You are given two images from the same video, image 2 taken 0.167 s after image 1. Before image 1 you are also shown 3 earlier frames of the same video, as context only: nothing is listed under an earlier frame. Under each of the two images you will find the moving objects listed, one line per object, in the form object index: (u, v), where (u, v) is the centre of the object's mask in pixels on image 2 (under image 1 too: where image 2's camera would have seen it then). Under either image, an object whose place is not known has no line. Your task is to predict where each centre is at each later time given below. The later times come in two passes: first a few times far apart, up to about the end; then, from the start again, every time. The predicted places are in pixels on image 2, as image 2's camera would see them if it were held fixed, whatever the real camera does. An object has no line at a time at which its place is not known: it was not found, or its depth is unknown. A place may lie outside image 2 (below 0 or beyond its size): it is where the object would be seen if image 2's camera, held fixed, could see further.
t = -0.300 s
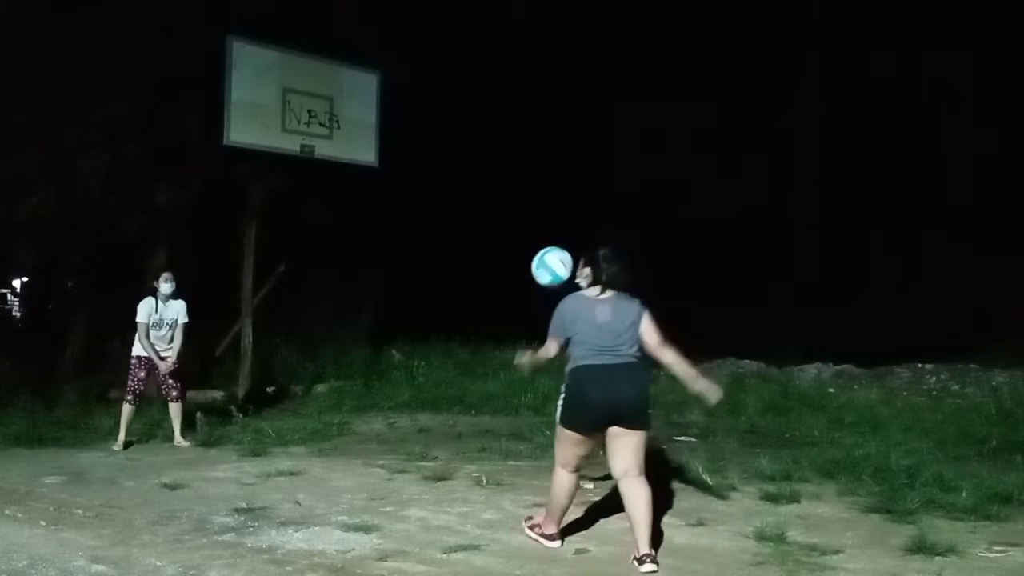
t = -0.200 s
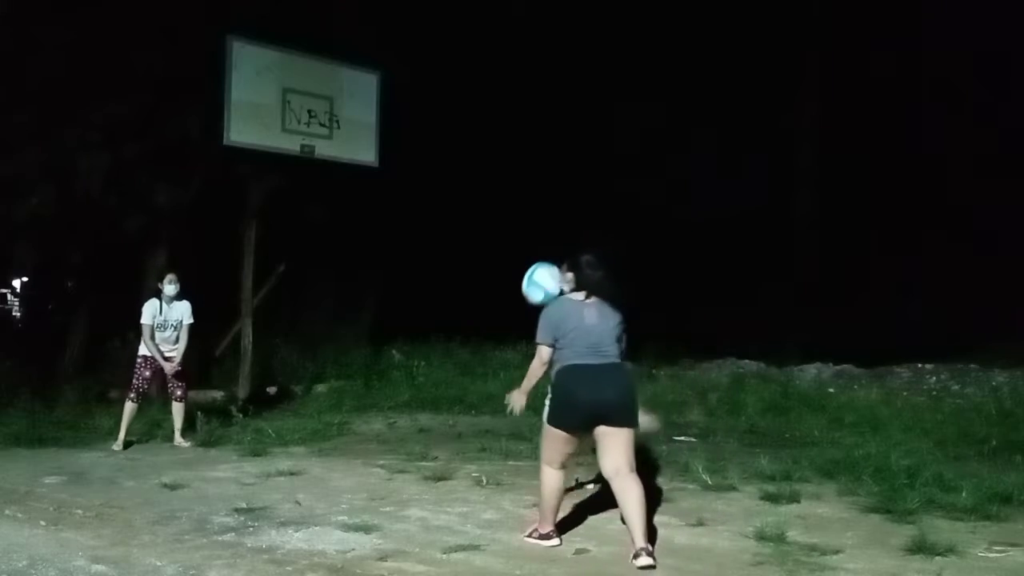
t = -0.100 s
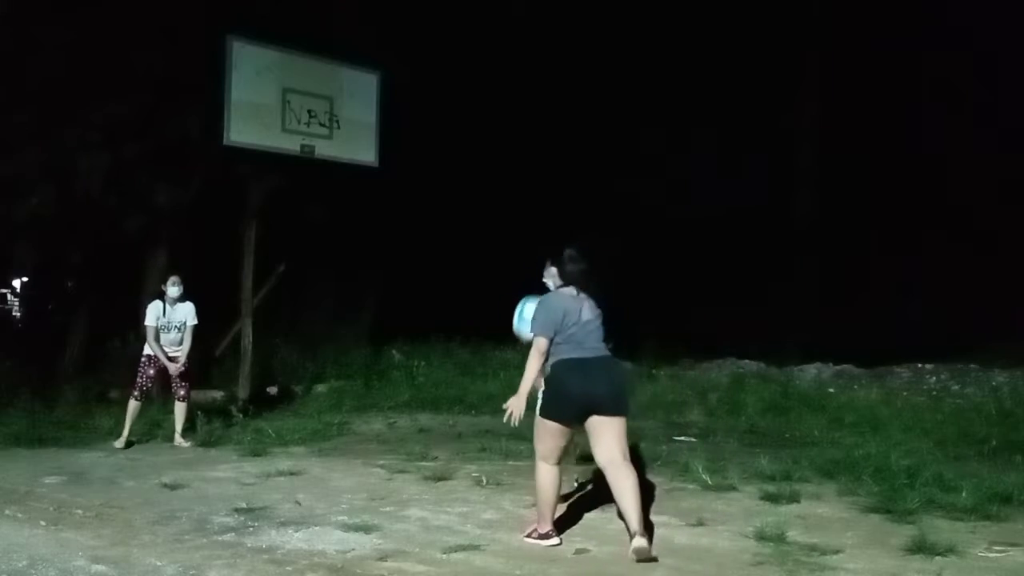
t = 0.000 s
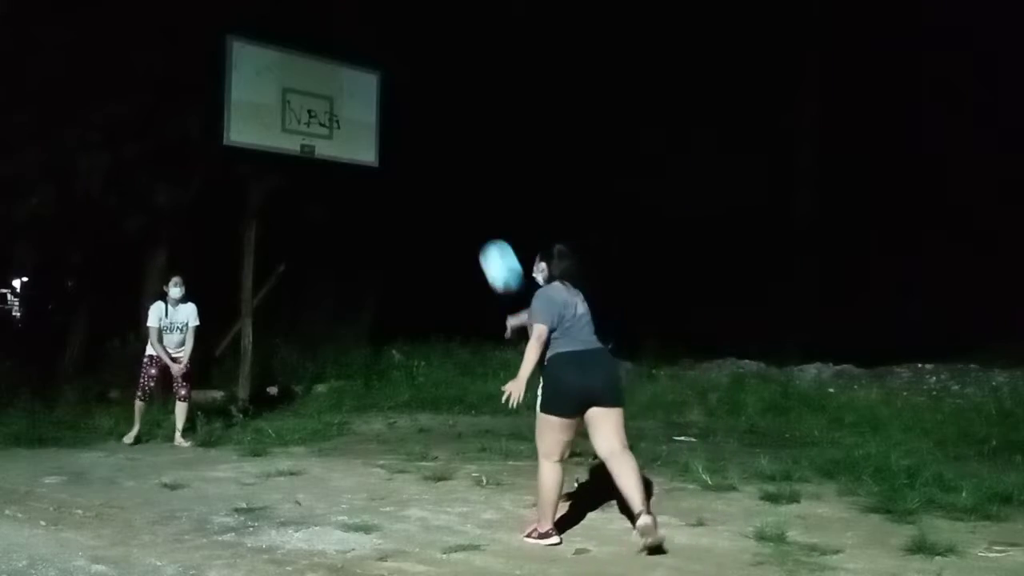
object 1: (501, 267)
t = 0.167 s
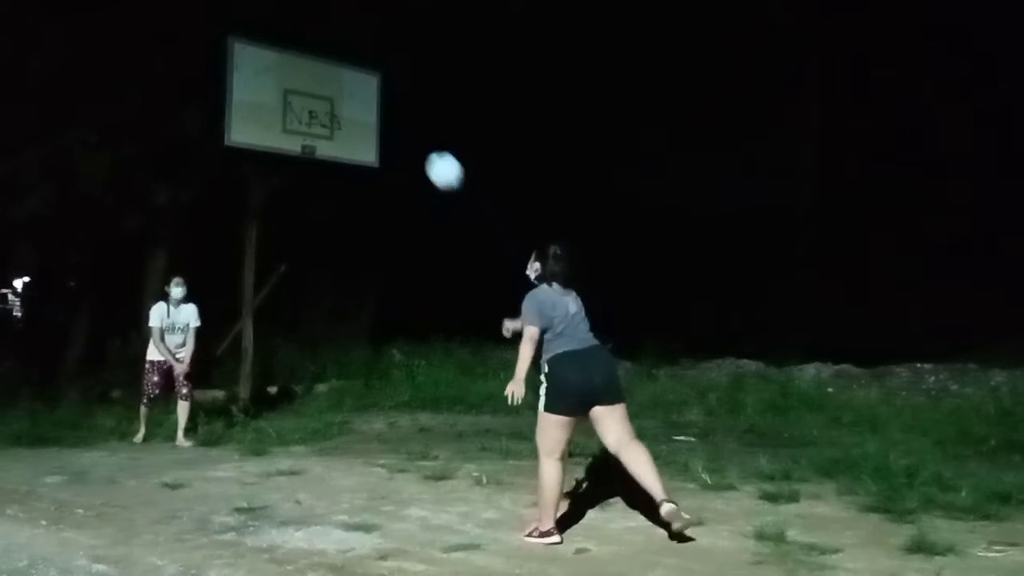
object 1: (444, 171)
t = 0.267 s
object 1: (415, 140)
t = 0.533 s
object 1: (354, 136)
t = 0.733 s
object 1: (317, 192)
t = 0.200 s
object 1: (434, 159)
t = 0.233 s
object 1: (424, 148)
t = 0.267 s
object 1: (415, 140)
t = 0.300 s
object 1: (406, 134)
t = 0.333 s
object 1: (398, 130)
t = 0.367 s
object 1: (390, 127)
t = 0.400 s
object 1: (382, 126)
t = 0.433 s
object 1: (375, 126)
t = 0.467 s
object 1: (368, 128)
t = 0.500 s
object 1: (361, 132)
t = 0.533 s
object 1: (354, 136)
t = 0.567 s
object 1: (348, 142)
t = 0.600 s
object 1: (341, 151)
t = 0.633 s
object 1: (335, 159)
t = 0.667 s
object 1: (329, 169)
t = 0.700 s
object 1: (323, 180)
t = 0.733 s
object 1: (317, 192)
